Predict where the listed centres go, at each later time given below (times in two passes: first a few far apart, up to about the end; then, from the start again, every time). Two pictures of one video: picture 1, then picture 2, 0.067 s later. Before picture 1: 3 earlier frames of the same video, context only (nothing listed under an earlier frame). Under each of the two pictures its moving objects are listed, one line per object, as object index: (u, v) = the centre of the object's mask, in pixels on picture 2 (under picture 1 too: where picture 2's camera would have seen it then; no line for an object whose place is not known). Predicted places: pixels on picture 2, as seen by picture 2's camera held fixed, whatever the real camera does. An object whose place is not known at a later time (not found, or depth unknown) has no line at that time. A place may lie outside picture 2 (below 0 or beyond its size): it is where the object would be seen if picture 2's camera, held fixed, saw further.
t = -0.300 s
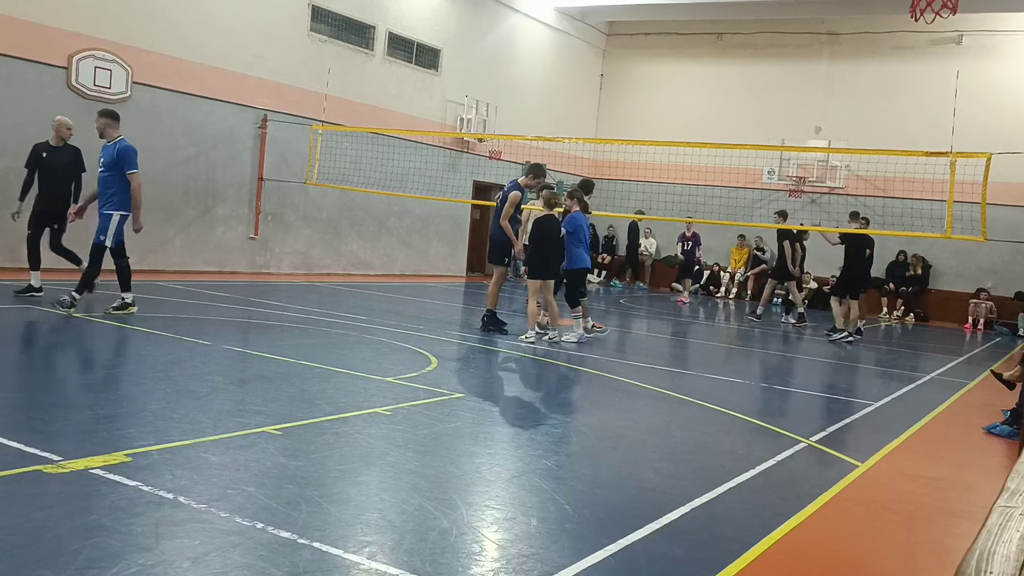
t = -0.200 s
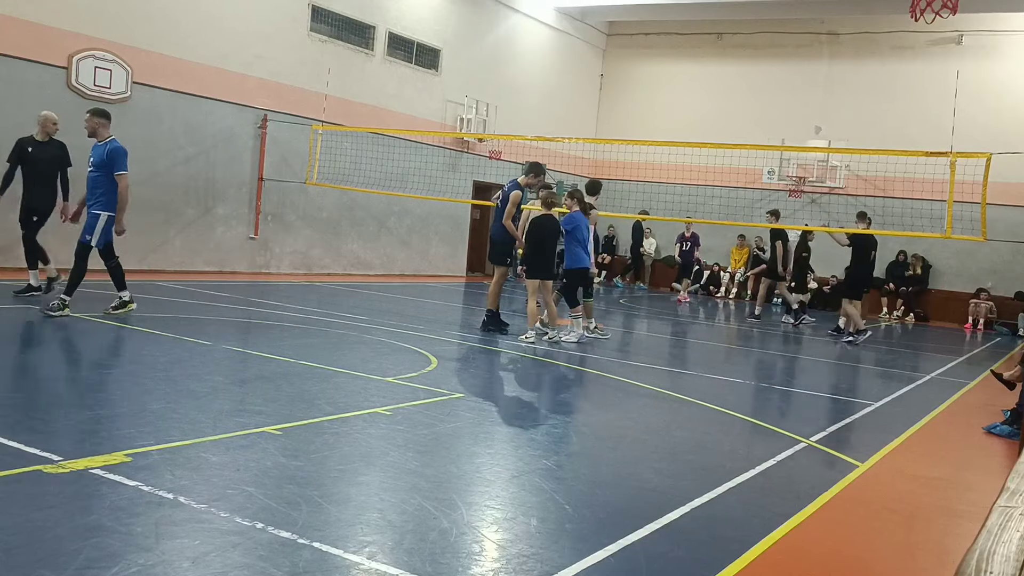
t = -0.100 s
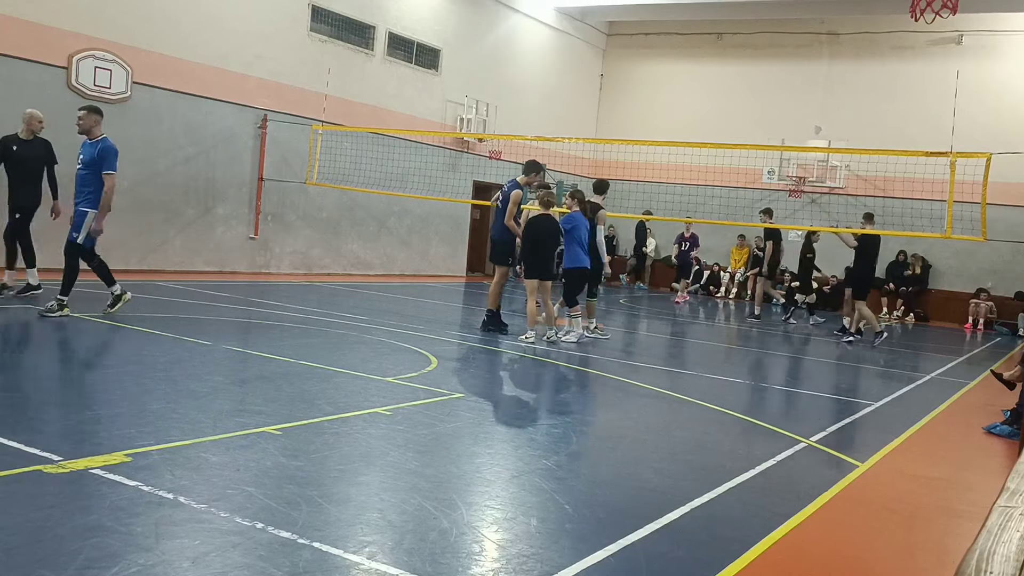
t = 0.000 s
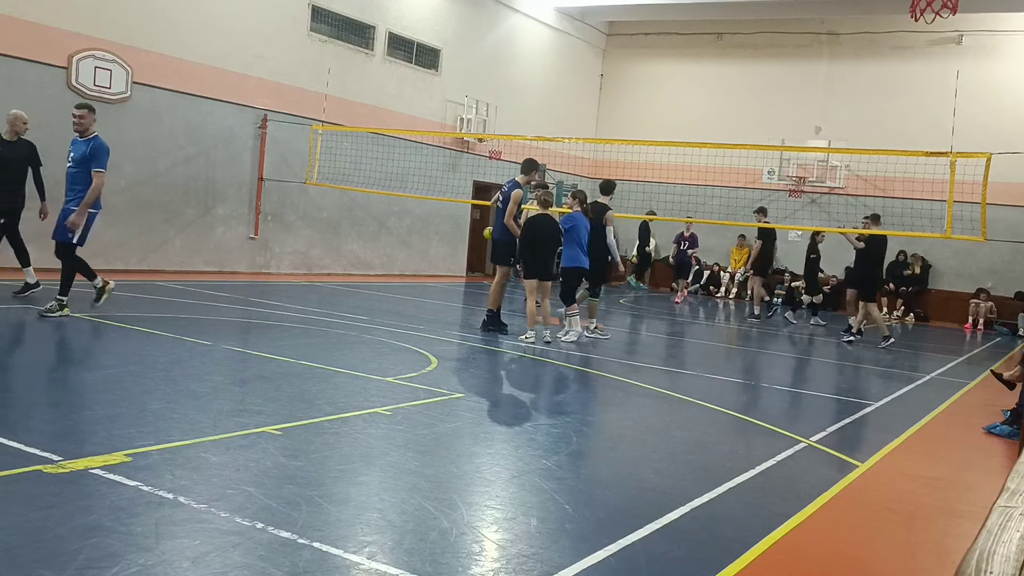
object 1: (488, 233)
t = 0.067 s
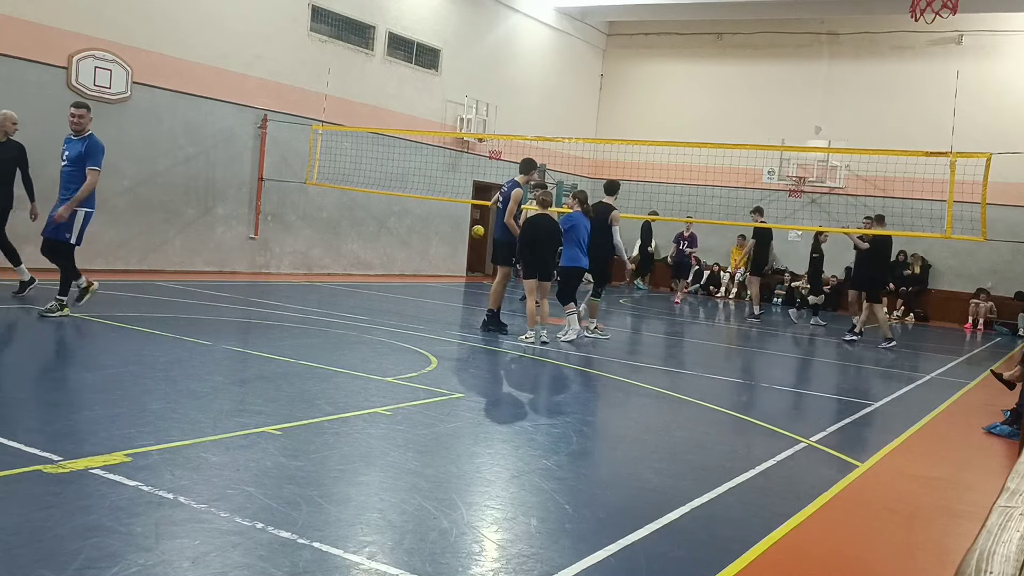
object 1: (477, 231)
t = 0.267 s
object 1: (439, 244)
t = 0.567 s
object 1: (379, 271)
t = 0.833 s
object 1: (325, 242)
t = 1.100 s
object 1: (264, 261)
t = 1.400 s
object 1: (195, 250)
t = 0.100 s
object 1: (472, 232)
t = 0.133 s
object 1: (465, 233)
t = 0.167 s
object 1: (459, 234)
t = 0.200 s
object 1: (453, 236)
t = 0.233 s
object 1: (446, 239)
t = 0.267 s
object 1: (439, 244)
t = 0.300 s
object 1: (433, 248)
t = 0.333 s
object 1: (426, 253)
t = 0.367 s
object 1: (419, 259)
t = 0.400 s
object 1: (412, 266)
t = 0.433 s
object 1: (405, 274)
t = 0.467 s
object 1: (398, 282)
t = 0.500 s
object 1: (391, 285)
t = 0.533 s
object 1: (385, 277)
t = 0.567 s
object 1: (379, 271)
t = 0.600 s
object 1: (373, 265)
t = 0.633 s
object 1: (366, 259)
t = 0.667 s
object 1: (360, 255)
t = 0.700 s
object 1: (353, 251)
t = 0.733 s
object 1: (347, 248)
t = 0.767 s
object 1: (339, 245)
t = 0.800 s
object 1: (333, 243)
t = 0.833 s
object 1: (325, 242)
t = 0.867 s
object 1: (318, 241)
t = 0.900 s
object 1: (310, 241)
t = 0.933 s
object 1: (303, 243)
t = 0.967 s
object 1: (295, 245)
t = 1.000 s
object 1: (288, 248)
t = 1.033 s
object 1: (279, 252)
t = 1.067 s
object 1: (272, 257)
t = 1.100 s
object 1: (264, 261)
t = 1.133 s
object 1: (256, 268)
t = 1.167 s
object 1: (248, 275)
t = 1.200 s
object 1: (240, 280)
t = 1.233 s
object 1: (232, 273)
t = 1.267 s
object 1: (225, 266)
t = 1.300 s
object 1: (218, 262)
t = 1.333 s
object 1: (210, 257)
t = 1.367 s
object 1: (202, 253)
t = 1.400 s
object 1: (195, 250)
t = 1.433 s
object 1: (187, 248)
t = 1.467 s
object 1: (179, 246)
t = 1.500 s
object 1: (171, 246)
